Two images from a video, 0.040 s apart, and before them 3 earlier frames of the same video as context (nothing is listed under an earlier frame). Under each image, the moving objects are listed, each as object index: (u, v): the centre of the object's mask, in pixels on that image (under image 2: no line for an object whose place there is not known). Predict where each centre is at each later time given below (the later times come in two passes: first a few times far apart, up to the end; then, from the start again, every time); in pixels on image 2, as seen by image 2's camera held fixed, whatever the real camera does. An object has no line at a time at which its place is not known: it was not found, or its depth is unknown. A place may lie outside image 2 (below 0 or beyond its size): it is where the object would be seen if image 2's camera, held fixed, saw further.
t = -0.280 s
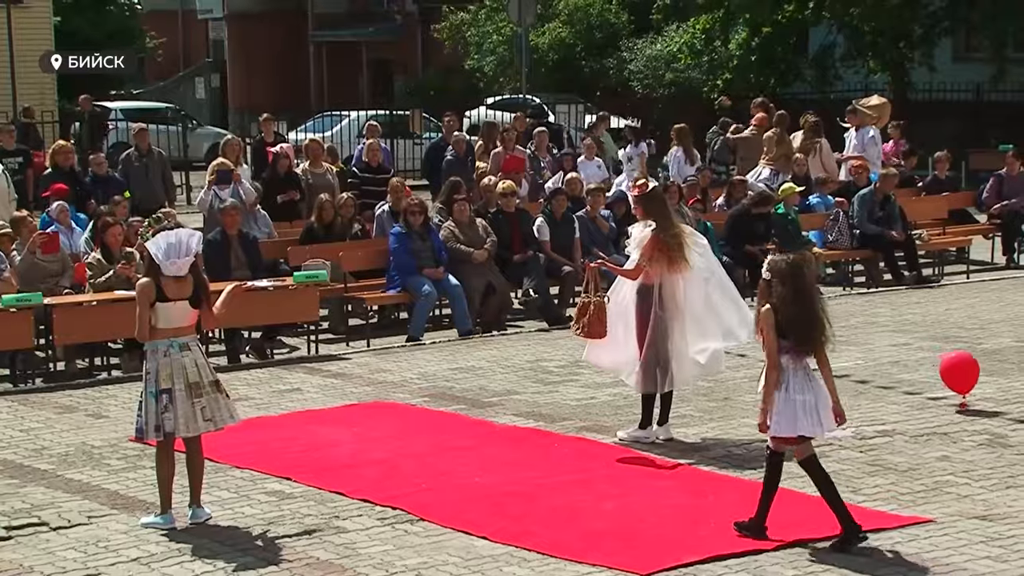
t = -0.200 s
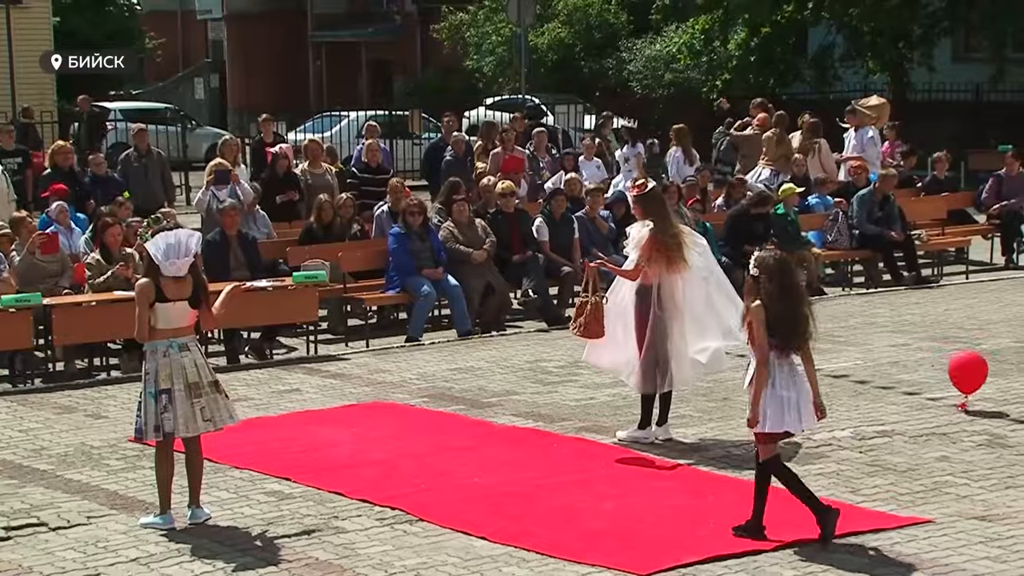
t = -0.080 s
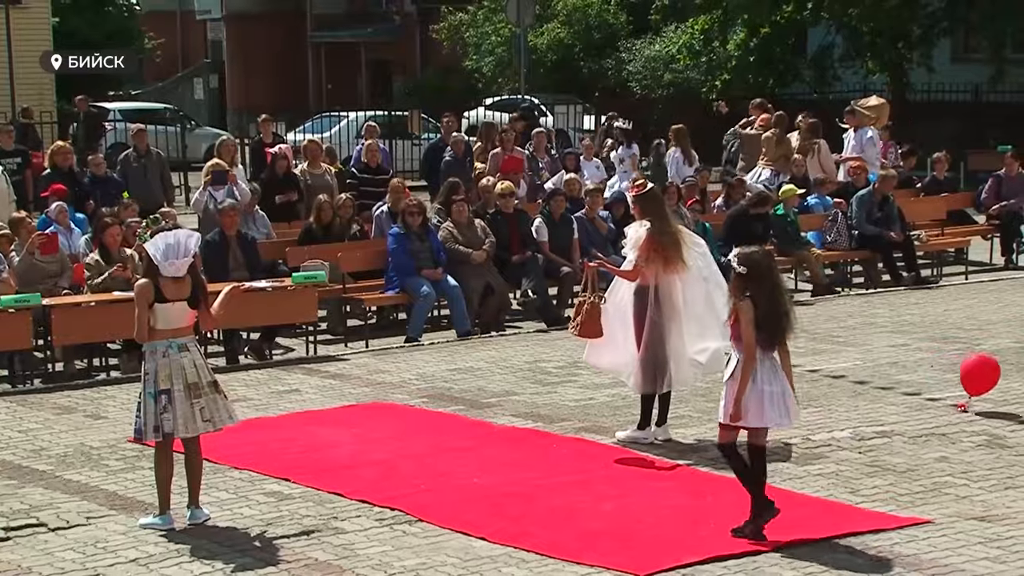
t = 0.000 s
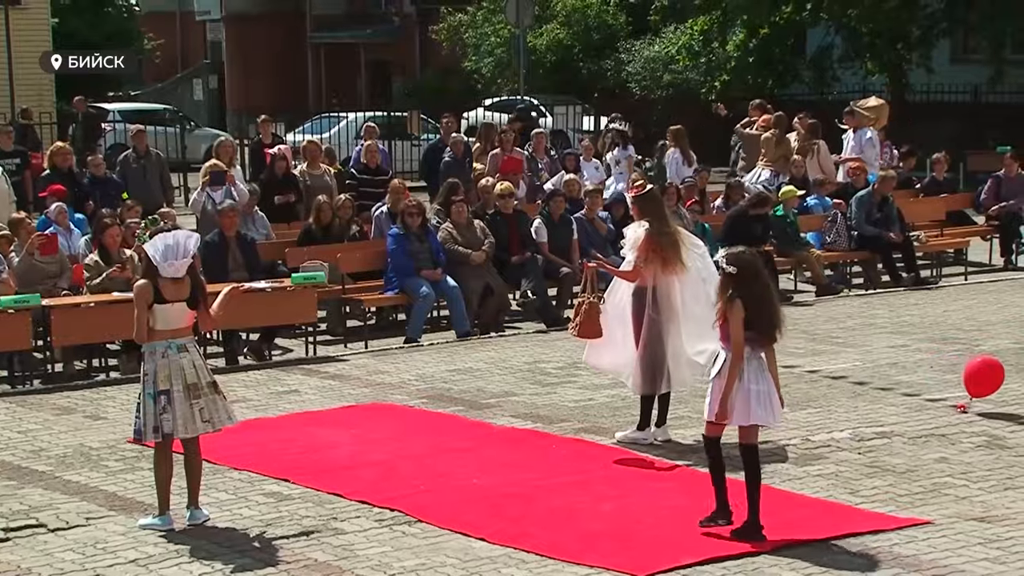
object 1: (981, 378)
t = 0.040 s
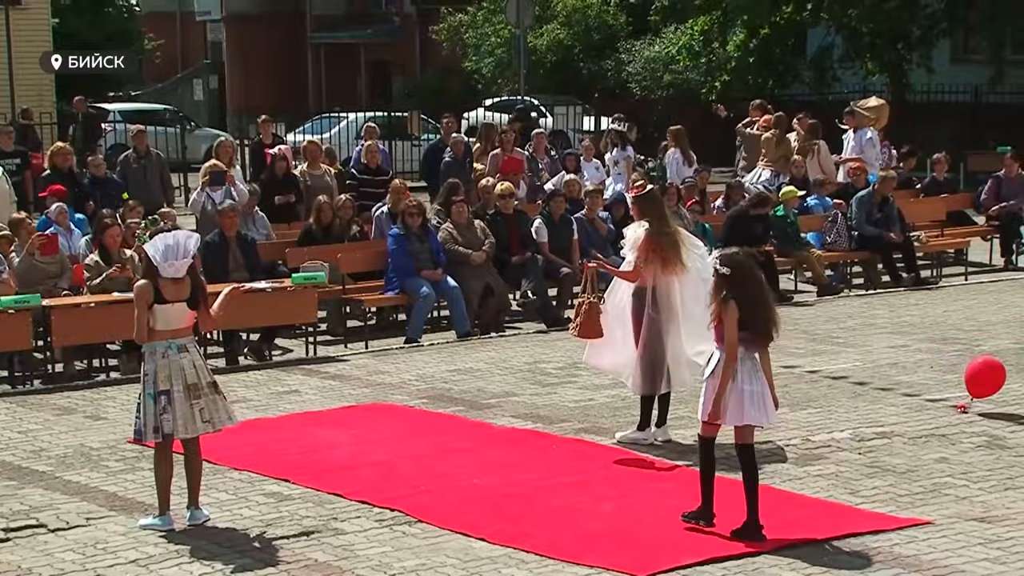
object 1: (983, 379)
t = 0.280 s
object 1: (974, 376)
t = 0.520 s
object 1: (954, 377)
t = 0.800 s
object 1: (947, 379)
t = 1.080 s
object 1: (967, 373)
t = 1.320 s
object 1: (993, 385)
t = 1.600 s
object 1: (981, 383)
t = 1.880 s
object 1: (952, 380)
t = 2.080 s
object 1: (956, 380)
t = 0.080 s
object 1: (983, 379)
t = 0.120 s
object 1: (982, 379)
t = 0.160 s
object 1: (981, 379)
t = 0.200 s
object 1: (979, 378)
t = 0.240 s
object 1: (978, 375)
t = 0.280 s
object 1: (974, 376)
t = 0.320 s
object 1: (970, 376)
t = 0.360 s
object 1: (967, 376)
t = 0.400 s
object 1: (963, 375)
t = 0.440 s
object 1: (960, 376)
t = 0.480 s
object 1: (957, 377)
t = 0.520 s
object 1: (954, 377)
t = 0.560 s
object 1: (951, 378)
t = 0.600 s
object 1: (950, 379)
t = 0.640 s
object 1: (948, 379)
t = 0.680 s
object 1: (947, 380)
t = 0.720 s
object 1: (947, 379)
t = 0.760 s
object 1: (947, 380)
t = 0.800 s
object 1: (947, 379)
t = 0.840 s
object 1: (948, 379)
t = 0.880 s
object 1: (949, 378)
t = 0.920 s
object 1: (951, 377)
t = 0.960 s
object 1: (954, 377)
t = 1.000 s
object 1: (957, 376)
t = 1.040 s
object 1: (962, 375)
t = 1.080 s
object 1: (967, 373)
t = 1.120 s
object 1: (972, 377)
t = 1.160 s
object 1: (979, 376)
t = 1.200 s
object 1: (984, 378)
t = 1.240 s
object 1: (988, 381)
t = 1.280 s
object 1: (991, 383)
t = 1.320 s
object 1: (993, 385)
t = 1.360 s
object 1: (994, 387)
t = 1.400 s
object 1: (994, 387)
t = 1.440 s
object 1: (993, 387)
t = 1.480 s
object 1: (992, 387)
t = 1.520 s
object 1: (989, 386)
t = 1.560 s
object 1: (985, 386)
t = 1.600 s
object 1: (981, 383)
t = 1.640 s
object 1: (977, 381)
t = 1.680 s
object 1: (971, 380)
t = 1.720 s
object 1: (966, 379)
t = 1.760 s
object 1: (961, 378)
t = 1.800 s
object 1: (957, 378)
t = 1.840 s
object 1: (953, 379)
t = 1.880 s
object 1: (952, 380)
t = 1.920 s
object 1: (951, 380)
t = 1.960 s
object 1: (951, 380)
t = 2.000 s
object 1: (952, 380)
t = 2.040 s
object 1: (954, 380)
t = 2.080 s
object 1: (956, 380)
